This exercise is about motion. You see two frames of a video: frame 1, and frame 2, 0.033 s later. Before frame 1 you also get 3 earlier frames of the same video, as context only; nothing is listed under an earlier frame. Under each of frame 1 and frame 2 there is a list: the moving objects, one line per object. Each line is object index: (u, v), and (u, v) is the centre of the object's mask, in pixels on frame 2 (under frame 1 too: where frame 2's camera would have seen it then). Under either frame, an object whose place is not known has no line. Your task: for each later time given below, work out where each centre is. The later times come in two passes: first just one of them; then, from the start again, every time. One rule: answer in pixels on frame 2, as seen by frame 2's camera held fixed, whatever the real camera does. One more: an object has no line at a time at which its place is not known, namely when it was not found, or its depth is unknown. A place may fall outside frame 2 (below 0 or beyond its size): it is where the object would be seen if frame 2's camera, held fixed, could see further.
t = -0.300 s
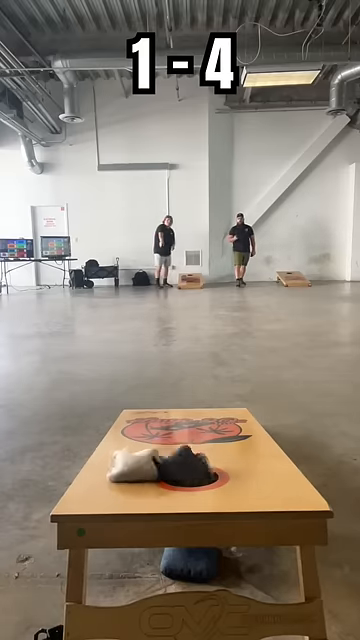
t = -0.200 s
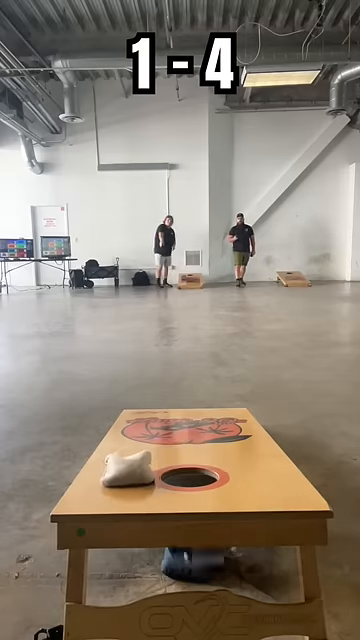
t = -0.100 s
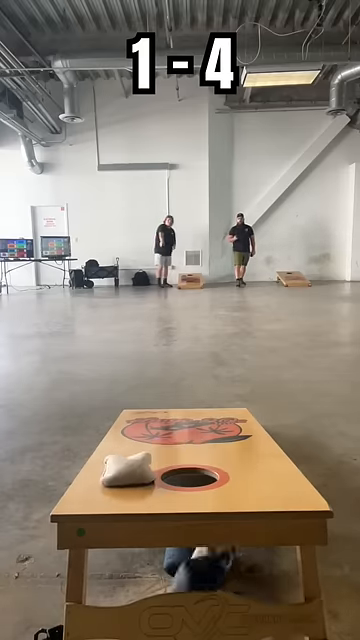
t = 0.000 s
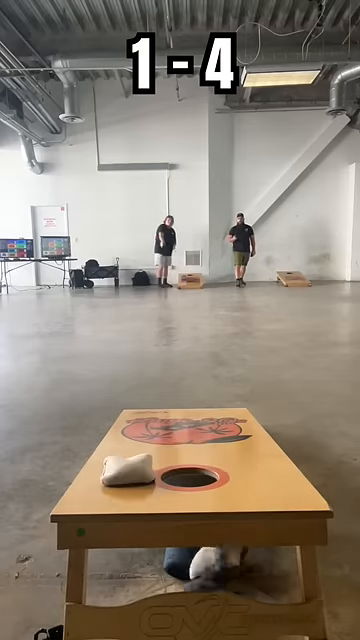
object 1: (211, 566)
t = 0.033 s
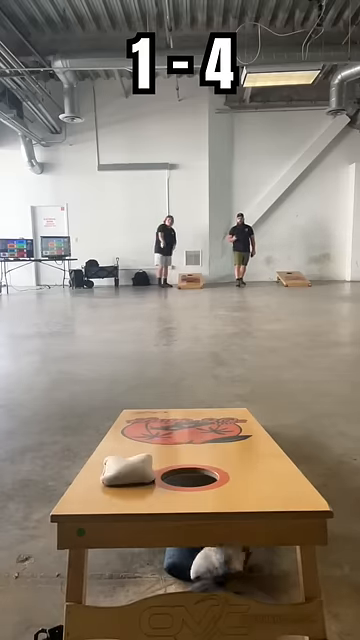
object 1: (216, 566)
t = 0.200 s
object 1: (228, 569)
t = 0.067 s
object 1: (221, 565)
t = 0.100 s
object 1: (224, 567)
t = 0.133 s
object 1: (226, 568)
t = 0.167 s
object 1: (228, 569)
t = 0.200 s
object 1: (228, 569)
